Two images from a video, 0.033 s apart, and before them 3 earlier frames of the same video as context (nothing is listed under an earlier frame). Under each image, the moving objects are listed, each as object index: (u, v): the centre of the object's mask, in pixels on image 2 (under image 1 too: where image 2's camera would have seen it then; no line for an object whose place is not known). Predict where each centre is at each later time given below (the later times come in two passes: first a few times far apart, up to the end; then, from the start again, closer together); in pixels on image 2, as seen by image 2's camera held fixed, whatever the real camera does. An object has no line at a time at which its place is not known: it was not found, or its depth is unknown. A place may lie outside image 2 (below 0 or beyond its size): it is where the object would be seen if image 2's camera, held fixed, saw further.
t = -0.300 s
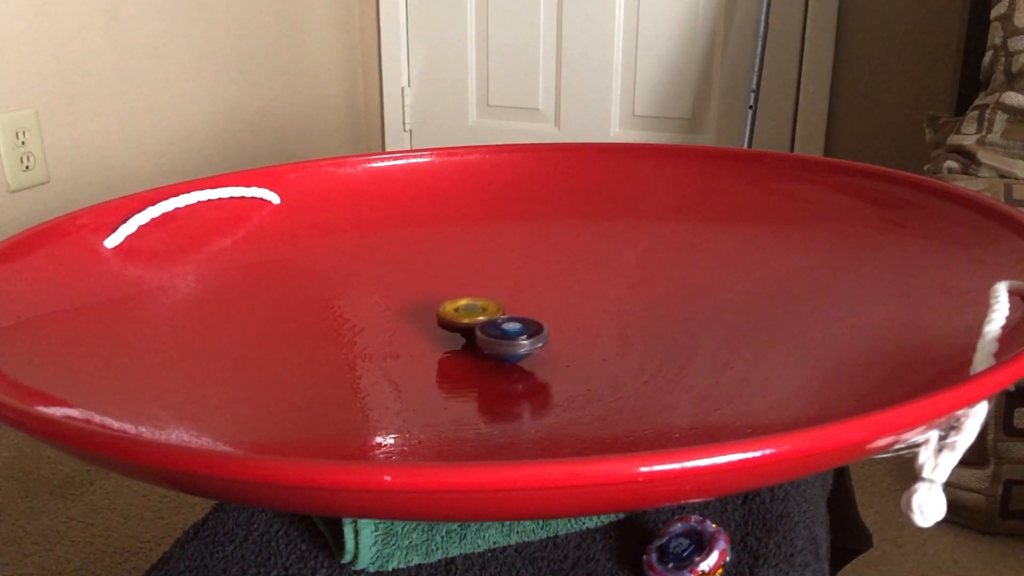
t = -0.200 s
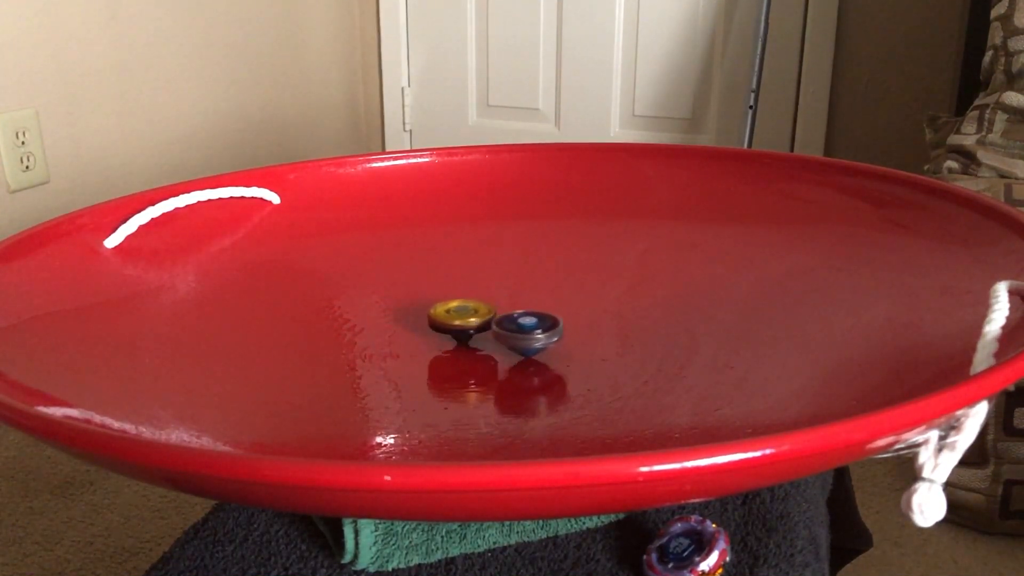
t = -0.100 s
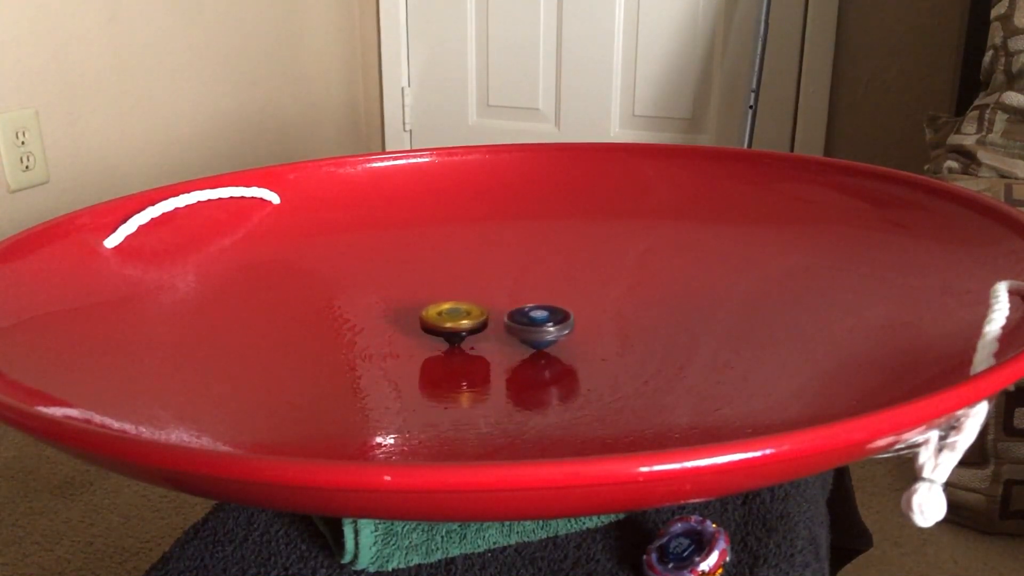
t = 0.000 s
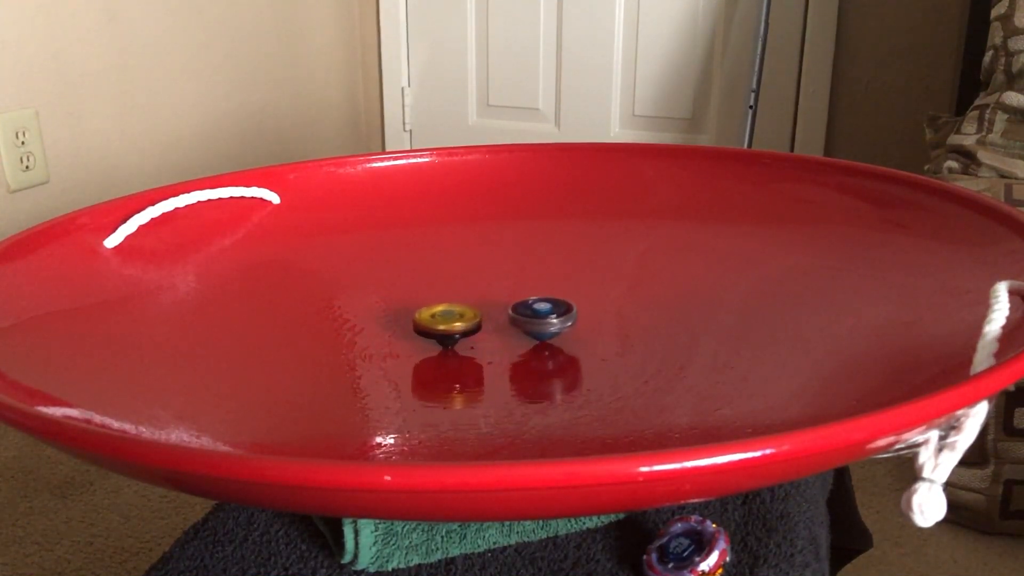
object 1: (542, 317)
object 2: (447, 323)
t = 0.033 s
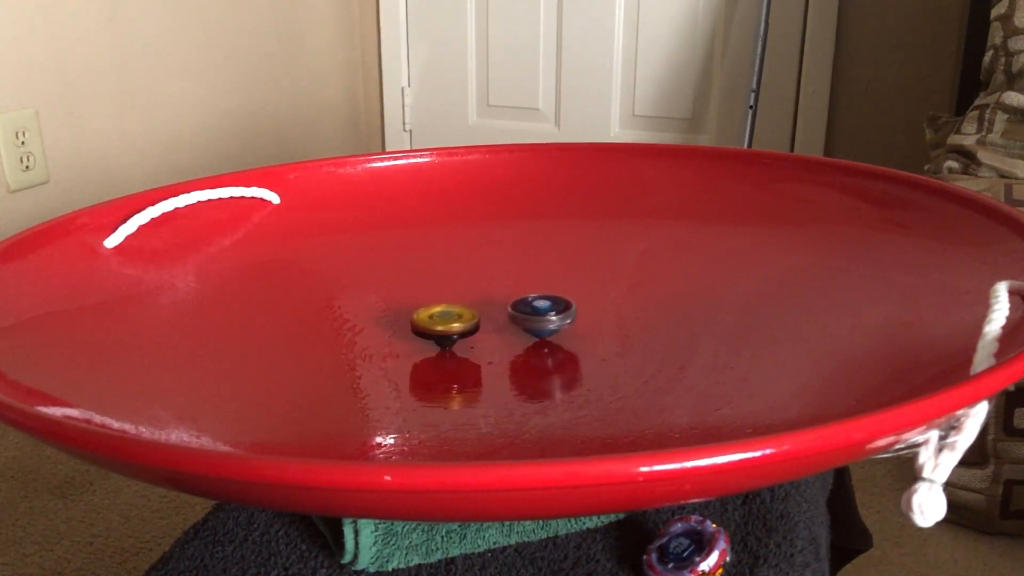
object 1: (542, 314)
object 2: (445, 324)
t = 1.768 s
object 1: (428, 336)
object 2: (558, 338)
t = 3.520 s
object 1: (319, 327)
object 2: (568, 309)
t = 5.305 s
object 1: (478, 316)
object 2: (407, 311)
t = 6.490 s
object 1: (484, 320)
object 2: (428, 339)
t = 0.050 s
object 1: (541, 313)
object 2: (444, 324)
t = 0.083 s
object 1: (539, 310)
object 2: (442, 325)
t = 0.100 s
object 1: (537, 309)
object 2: (441, 325)
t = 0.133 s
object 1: (534, 307)
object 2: (440, 326)
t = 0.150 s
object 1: (532, 306)
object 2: (439, 326)
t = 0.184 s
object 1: (527, 304)
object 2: (437, 327)
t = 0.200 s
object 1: (524, 303)
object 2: (437, 327)
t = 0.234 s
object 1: (518, 302)
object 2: (436, 328)
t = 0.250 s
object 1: (515, 301)
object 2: (435, 329)
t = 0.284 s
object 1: (509, 300)
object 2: (434, 329)
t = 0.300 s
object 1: (505, 299)
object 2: (434, 330)
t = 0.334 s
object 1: (498, 299)
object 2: (433, 330)
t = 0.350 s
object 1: (494, 299)
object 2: (433, 331)
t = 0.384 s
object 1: (487, 298)
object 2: (432, 331)
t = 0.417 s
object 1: (480, 299)
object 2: (431, 332)
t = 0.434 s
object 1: (476, 299)
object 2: (432, 332)
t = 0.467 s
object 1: (469, 299)
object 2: (431, 332)
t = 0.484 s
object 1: (466, 299)
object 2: (431, 333)
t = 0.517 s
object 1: (459, 299)
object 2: (431, 333)
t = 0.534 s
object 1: (455, 300)
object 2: (431, 334)
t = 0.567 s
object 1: (448, 300)
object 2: (431, 334)
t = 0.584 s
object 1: (444, 300)
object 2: (431, 334)
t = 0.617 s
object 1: (438, 301)
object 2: (432, 334)
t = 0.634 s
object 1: (434, 302)
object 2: (431, 334)
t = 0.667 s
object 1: (428, 303)
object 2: (432, 336)
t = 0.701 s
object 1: (423, 304)
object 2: (433, 337)
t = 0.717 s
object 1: (420, 304)
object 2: (433, 338)
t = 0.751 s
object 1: (414, 306)
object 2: (434, 340)
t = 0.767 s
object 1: (412, 307)
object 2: (435, 340)
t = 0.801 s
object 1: (406, 308)
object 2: (436, 341)
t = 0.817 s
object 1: (404, 309)
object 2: (437, 341)
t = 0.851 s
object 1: (399, 312)
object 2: (439, 342)
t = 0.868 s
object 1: (397, 313)
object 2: (440, 342)
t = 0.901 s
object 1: (394, 315)
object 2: (442, 343)
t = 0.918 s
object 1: (392, 316)
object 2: (443, 343)
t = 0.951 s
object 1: (390, 319)
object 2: (444, 344)
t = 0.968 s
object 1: (389, 320)
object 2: (445, 344)
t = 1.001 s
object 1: (388, 323)
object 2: (447, 345)
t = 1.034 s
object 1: (387, 325)
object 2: (448, 345)
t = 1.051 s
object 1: (387, 326)
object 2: (449, 345)
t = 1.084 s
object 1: (387, 329)
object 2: (451, 345)
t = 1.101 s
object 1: (388, 330)
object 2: (452, 345)
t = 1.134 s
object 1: (386, 332)
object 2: (459, 346)
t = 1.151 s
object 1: (384, 332)
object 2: (464, 347)
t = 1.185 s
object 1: (380, 333)
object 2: (473, 348)
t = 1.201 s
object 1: (379, 333)
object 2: (475, 348)
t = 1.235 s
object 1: (379, 335)
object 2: (481, 349)
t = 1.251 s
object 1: (378, 336)
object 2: (483, 349)
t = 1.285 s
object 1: (380, 337)
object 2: (488, 348)
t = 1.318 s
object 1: (381, 339)
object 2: (493, 348)
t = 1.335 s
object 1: (383, 340)
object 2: (495, 348)
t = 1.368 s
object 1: (387, 341)
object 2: (500, 348)
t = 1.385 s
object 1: (388, 342)
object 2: (502, 347)
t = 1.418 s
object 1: (393, 343)
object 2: (505, 347)
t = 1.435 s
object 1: (397, 343)
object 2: (507, 347)
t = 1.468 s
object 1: (403, 344)
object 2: (510, 346)
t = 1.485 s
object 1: (407, 345)
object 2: (512, 346)
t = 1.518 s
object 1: (414, 345)
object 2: (515, 345)
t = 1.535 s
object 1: (417, 345)
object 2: (516, 344)
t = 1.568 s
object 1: (424, 345)
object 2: (518, 344)
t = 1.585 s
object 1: (428, 345)
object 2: (519, 343)
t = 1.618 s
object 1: (436, 344)
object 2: (521, 342)
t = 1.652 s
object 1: (443, 343)
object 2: (523, 342)
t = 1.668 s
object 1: (447, 342)
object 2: (524, 341)
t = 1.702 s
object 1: (441, 340)
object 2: (536, 340)
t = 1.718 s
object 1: (437, 339)
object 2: (544, 339)
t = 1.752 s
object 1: (431, 337)
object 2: (554, 338)
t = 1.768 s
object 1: (428, 336)
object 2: (558, 338)
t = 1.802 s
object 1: (423, 335)
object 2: (565, 336)
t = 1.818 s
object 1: (421, 334)
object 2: (568, 335)
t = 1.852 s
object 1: (418, 332)
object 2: (572, 334)
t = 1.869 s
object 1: (416, 332)
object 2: (574, 333)
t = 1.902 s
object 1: (412, 330)
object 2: (577, 332)
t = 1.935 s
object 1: (408, 329)
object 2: (580, 330)
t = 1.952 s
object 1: (405, 328)
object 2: (581, 329)
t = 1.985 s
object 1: (401, 327)
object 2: (583, 328)
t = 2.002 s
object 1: (399, 327)
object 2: (584, 327)
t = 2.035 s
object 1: (395, 326)
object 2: (586, 325)
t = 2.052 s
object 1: (393, 325)
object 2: (587, 325)
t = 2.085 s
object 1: (389, 324)
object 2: (588, 323)
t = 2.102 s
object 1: (388, 324)
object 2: (588, 322)
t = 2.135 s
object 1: (384, 323)
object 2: (589, 321)
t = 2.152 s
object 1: (383, 323)
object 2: (588, 320)
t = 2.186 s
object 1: (380, 322)
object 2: (588, 319)
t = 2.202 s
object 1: (379, 322)
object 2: (588, 319)
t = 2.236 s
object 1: (376, 322)
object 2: (587, 317)
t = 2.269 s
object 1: (374, 321)
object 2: (585, 316)
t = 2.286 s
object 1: (374, 321)
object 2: (584, 316)
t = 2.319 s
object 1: (372, 321)
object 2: (582, 315)
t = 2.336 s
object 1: (372, 321)
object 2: (580, 315)
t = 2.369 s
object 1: (371, 320)
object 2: (578, 314)
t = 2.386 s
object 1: (371, 320)
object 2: (576, 314)
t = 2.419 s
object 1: (371, 320)
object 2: (572, 313)
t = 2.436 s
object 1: (371, 320)
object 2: (570, 313)
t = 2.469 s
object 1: (372, 320)
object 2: (566, 312)
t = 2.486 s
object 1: (372, 320)
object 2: (564, 312)
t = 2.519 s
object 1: (374, 320)
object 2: (560, 312)
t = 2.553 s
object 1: (375, 320)
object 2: (556, 312)
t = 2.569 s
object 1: (376, 321)
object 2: (553, 312)
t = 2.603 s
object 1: (379, 320)
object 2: (548, 311)
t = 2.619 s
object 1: (380, 320)
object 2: (546, 312)
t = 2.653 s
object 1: (384, 320)
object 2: (541, 312)
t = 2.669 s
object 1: (386, 320)
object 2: (538, 312)
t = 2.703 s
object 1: (390, 320)
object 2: (533, 312)
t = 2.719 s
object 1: (392, 319)
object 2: (530, 312)
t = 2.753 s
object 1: (397, 319)
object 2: (525, 312)
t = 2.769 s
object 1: (399, 319)
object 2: (522, 313)
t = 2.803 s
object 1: (404, 318)
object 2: (517, 313)
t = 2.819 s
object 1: (406, 318)
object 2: (514, 313)
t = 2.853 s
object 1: (410, 317)
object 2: (508, 314)
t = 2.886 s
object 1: (415, 317)
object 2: (503, 314)
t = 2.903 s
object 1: (417, 316)
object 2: (500, 315)
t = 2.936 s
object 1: (421, 315)
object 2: (495, 315)
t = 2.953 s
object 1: (420, 315)
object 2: (496, 315)
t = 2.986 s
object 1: (397, 312)
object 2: (516, 315)
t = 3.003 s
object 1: (387, 311)
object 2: (526, 316)
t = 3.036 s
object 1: (370, 308)
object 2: (545, 316)
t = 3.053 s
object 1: (363, 307)
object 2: (552, 316)
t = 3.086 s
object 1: (350, 306)
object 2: (564, 316)
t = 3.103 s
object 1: (345, 305)
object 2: (569, 316)
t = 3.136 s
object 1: (337, 305)
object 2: (575, 315)
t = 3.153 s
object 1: (333, 305)
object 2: (576, 315)
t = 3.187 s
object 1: (327, 306)
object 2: (579, 315)
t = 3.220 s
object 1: (321, 307)
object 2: (580, 314)
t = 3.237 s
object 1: (319, 307)
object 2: (580, 314)
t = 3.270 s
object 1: (314, 309)
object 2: (580, 313)
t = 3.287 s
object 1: (312, 310)
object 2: (580, 313)
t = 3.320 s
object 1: (309, 312)
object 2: (579, 312)
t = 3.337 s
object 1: (308, 313)
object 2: (578, 311)
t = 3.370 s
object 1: (307, 316)
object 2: (577, 310)
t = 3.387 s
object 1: (307, 317)
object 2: (576, 310)
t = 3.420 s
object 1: (308, 319)
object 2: (575, 310)
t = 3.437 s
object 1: (309, 321)
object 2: (574, 310)
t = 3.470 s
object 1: (312, 323)
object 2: (572, 309)
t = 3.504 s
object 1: (316, 326)
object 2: (569, 309)
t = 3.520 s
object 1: (319, 327)
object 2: (568, 309)
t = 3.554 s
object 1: (325, 329)
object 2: (565, 309)
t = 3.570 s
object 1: (329, 330)
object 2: (563, 309)
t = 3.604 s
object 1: (337, 332)
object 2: (560, 309)
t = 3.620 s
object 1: (341, 333)
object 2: (558, 309)
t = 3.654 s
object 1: (350, 334)
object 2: (554, 310)
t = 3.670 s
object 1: (355, 334)
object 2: (552, 310)
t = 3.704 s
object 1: (364, 335)
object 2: (548, 310)
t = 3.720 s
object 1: (369, 335)
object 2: (546, 311)
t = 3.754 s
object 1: (379, 336)
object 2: (541, 312)
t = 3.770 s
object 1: (385, 337)
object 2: (539, 312)
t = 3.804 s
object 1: (395, 337)
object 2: (534, 313)
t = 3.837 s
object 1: (406, 337)
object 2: (529, 313)
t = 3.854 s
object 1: (411, 337)
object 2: (527, 314)
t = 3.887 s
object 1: (421, 336)
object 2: (522, 315)
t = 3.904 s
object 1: (426, 336)
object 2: (519, 315)
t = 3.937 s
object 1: (436, 335)
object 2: (513, 317)
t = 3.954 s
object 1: (441, 334)
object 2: (511, 317)
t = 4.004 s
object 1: (442, 335)
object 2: (515, 315)
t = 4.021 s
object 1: (438, 336)
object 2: (520, 313)
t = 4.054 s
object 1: (432, 338)
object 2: (527, 311)
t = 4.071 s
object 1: (430, 338)
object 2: (530, 309)
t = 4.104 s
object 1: (428, 339)
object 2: (533, 307)
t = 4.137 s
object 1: (429, 340)
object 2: (534, 306)
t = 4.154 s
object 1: (430, 340)
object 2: (533, 306)
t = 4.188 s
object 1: (434, 340)
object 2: (531, 305)
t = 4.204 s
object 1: (436, 340)
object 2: (530, 305)
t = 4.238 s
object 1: (442, 340)
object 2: (527, 304)
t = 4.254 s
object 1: (445, 340)
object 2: (525, 304)
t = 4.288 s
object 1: (452, 340)
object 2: (523, 303)
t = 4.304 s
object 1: (455, 339)
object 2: (521, 303)
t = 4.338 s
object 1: (461, 338)
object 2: (518, 303)
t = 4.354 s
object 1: (464, 338)
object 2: (516, 303)
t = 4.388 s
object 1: (471, 337)
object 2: (512, 303)
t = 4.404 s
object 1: (473, 336)
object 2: (511, 302)
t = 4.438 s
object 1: (479, 334)
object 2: (508, 301)
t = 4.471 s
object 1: (483, 332)
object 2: (505, 300)
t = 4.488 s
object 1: (485, 331)
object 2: (503, 299)
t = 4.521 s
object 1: (489, 329)
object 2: (499, 298)
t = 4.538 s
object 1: (491, 328)
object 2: (496, 298)
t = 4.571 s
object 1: (493, 329)
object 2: (492, 297)
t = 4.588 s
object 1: (494, 328)
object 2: (489, 297)
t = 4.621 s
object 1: (497, 327)
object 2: (485, 296)
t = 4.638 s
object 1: (498, 326)
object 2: (483, 297)
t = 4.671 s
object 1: (501, 326)
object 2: (479, 297)
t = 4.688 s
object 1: (502, 325)
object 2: (476, 297)
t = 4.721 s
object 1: (505, 324)
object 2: (472, 298)
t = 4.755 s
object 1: (507, 323)
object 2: (468, 299)
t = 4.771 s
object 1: (508, 323)
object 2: (466, 299)
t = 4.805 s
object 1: (509, 321)
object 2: (462, 300)
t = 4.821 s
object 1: (510, 321)
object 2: (460, 300)
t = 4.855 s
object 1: (511, 319)
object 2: (457, 301)
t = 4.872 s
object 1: (511, 319)
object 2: (455, 301)
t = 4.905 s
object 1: (510, 317)
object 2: (452, 302)
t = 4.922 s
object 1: (510, 317)
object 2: (450, 302)
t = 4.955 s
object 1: (508, 315)
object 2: (446, 303)
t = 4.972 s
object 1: (506, 315)
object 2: (445, 303)
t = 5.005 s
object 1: (504, 314)
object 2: (441, 303)
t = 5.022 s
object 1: (504, 314)
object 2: (438, 303)
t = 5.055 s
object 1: (502, 314)
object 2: (434, 304)
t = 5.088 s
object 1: (500, 313)
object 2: (429, 305)
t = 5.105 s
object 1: (499, 313)
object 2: (427, 305)
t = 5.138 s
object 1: (496, 313)
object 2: (424, 306)
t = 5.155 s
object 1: (494, 313)
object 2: (422, 307)
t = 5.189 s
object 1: (490, 313)
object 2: (418, 307)
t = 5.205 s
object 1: (488, 314)
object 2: (416, 308)
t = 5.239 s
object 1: (485, 314)
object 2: (413, 309)
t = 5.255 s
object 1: (483, 314)
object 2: (411, 309)
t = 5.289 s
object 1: (480, 315)
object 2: (408, 311)
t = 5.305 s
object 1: (478, 316)
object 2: (407, 311)
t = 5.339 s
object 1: (475, 317)
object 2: (404, 312)
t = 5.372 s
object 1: (472, 318)
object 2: (401, 313)
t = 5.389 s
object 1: (471, 318)
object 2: (400, 314)
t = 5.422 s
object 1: (468, 320)
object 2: (398, 315)
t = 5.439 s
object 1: (467, 321)
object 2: (397, 316)
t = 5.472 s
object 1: (466, 322)
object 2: (395, 317)
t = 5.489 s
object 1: (465, 323)
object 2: (395, 318)
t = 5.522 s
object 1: (467, 324)
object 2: (390, 319)
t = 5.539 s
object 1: (468, 325)
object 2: (388, 319)
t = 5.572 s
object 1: (471, 327)
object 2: (386, 320)
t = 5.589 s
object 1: (473, 327)
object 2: (385, 321)
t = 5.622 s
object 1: (476, 329)
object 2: (382, 322)
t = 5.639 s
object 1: (478, 329)
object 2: (382, 322)
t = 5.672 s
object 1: (481, 330)
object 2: (381, 323)
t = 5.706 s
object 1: (485, 331)
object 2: (380, 324)
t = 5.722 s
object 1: (487, 331)
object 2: (379, 325)
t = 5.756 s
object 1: (491, 331)
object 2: (379, 326)
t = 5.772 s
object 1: (493, 332)
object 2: (378, 326)
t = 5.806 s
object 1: (497, 332)
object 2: (378, 327)
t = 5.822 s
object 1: (500, 332)
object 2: (378, 328)
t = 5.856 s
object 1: (504, 332)
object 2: (378, 329)
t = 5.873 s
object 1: (506, 332)
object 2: (378, 329)
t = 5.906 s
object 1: (510, 332)
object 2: (379, 330)
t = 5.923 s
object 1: (511, 332)
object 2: (380, 331)
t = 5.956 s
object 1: (515, 332)
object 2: (380, 331)
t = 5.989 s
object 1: (518, 332)
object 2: (382, 332)
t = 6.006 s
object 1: (520, 331)
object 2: (382, 333)
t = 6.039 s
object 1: (522, 331)
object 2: (384, 333)
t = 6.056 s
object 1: (522, 330)
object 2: (384, 334)
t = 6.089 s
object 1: (524, 330)
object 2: (387, 334)
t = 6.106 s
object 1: (524, 329)
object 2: (388, 335)
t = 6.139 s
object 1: (525, 328)
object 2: (390, 336)
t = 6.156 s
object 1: (525, 327)
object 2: (392, 336)
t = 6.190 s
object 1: (524, 326)
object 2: (394, 337)
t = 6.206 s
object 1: (523, 326)
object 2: (396, 337)
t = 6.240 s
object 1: (520, 324)
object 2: (399, 338)
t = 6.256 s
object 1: (519, 324)
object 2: (401, 338)
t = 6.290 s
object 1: (515, 323)
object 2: (405, 338)
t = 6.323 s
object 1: (511, 322)
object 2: (408, 339)
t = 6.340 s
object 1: (509, 322)
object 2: (410, 339)
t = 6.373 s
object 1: (503, 321)
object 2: (414, 339)
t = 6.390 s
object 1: (500, 321)
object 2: (416, 339)
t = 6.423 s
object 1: (495, 320)
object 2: (420, 339)
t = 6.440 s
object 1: (491, 320)
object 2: (423, 339)
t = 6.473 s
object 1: (486, 320)
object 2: (427, 339)
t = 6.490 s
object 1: (484, 320)
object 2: (428, 339)
